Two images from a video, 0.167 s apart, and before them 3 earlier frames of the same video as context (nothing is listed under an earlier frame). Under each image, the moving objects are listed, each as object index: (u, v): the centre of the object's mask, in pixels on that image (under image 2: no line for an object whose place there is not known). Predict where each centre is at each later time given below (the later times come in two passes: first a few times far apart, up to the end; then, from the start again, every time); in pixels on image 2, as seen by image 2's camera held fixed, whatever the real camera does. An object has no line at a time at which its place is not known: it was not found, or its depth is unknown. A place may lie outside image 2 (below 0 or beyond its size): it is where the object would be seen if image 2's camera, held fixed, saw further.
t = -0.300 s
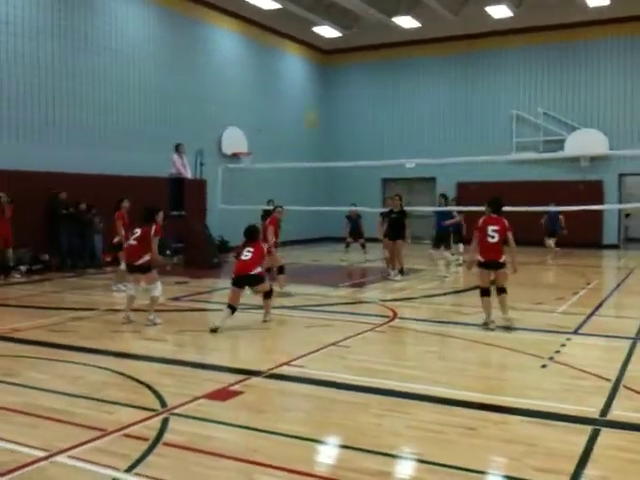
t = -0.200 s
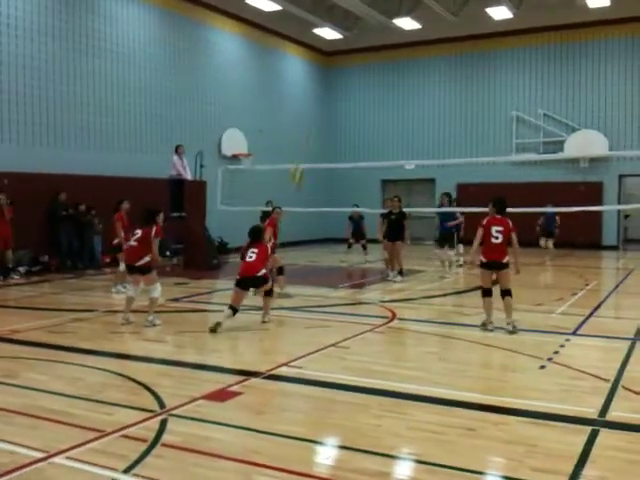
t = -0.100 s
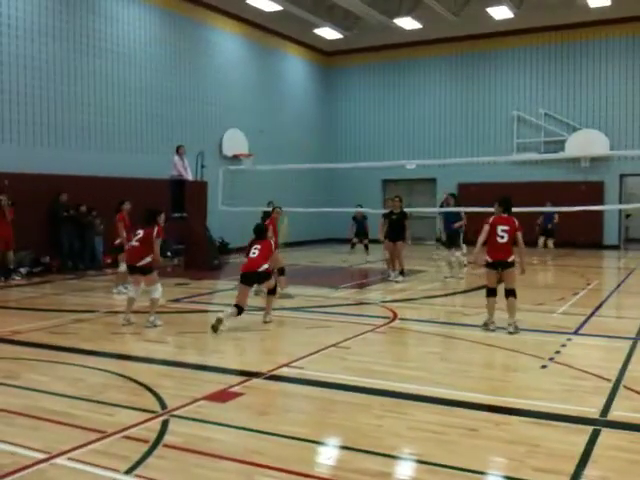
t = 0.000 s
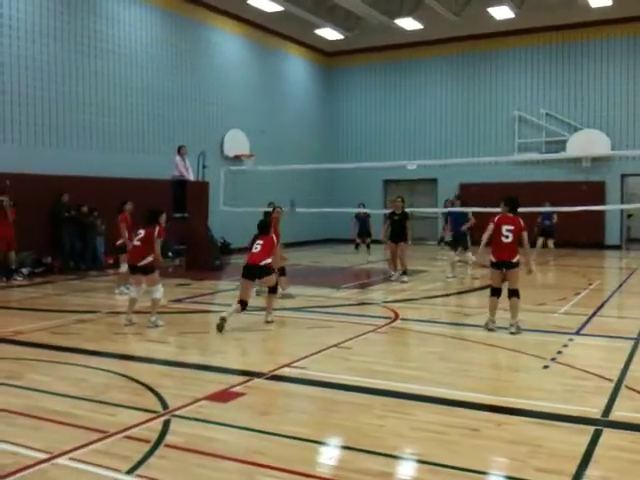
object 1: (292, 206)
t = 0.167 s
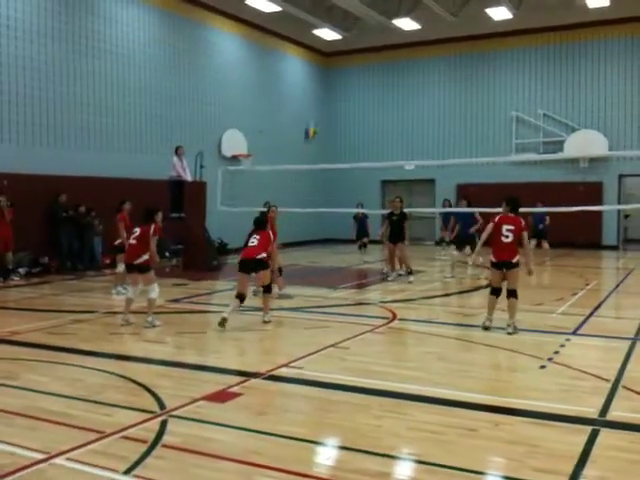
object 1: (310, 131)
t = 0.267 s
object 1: (323, 98)
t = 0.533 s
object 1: (355, 47)
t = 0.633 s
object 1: (364, 39)
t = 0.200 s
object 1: (314, 119)
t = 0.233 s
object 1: (318, 108)
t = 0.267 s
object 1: (323, 98)
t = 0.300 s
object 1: (327, 87)
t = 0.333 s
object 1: (329, 79)
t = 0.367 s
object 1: (333, 71)
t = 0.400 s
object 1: (337, 65)
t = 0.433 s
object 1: (341, 59)
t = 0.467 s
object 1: (345, 53)
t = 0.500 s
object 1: (351, 50)
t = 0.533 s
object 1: (355, 47)
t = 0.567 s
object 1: (359, 43)
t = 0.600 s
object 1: (361, 41)
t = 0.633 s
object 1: (364, 39)
